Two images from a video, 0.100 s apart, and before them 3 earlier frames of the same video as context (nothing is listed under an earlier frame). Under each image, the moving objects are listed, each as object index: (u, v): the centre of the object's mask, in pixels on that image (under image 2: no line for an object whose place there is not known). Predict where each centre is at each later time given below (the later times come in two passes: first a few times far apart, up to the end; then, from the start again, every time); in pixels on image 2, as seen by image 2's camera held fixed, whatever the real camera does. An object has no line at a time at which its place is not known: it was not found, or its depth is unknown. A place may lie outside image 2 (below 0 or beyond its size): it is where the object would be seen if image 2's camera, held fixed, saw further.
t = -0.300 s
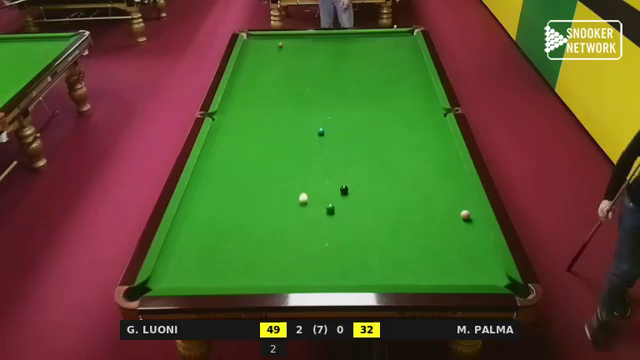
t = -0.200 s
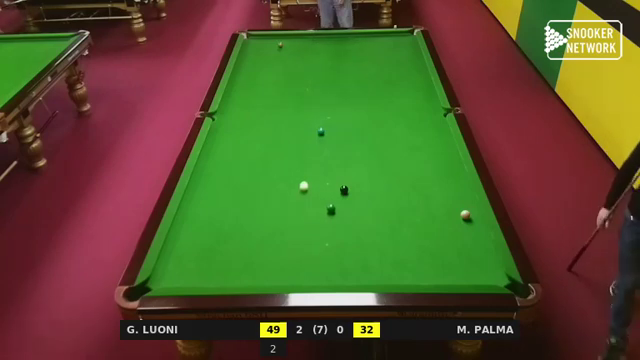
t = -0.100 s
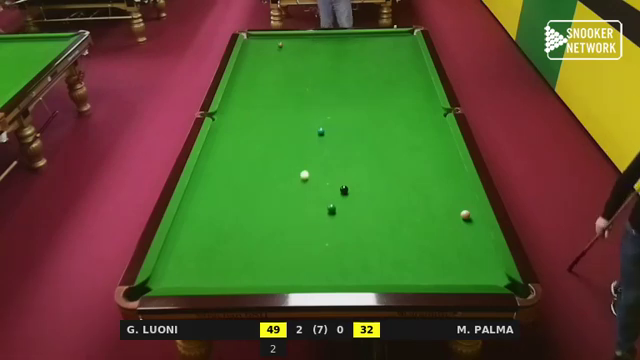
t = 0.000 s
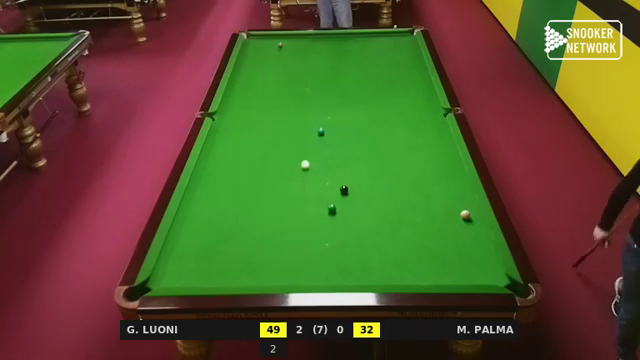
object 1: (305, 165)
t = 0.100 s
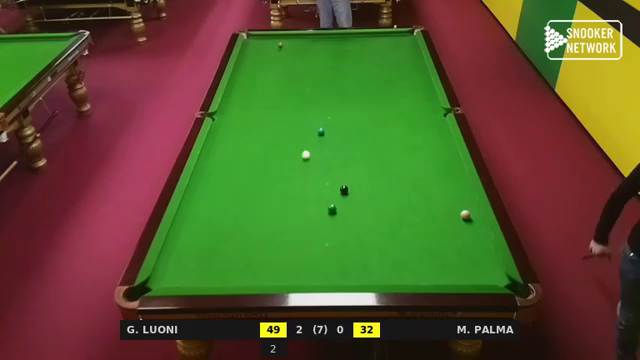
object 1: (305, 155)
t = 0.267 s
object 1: (307, 140)
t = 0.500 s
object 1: (308, 121)
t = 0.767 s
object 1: (309, 103)
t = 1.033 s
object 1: (310, 87)
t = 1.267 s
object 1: (310, 75)
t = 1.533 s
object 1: (311, 62)
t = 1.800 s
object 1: (311, 51)
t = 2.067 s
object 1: (312, 41)
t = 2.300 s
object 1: (312, 35)
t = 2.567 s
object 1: (312, 41)
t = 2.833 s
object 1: (311, 48)
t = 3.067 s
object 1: (310, 53)
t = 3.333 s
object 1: (310, 60)
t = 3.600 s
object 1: (309, 66)
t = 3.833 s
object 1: (308, 72)
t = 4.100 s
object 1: (307, 79)
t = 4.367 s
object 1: (306, 85)
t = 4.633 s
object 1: (305, 92)
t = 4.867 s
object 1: (304, 97)
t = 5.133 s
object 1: (303, 104)
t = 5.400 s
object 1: (303, 110)
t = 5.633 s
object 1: (302, 115)
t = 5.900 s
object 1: (301, 121)
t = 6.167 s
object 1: (300, 126)
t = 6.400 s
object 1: (300, 131)
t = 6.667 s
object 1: (300, 136)
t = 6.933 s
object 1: (299, 140)
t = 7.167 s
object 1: (299, 143)
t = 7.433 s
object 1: (299, 147)
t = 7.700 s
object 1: (299, 150)
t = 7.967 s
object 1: (299, 153)
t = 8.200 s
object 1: (298, 155)
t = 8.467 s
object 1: (298, 156)
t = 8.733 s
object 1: (298, 157)
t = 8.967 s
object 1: (298, 158)
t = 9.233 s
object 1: (298, 158)
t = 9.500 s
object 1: (298, 158)
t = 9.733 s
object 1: (298, 158)
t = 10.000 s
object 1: (298, 158)
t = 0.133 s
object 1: (306, 152)
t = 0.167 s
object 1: (306, 149)
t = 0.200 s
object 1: (306, 146)
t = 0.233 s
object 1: (306, 143)
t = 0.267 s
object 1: (307, 140)
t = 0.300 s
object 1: (307, 137)
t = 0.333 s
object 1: (307, 134)
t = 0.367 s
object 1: (307, 132)
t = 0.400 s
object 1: (307, 129)
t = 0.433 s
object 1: (307, 126)
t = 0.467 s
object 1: (307, 124)
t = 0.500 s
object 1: (308, 121)
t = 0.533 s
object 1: (308, 119)
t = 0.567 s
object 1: (308, 116)
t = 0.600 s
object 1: (308, 114)
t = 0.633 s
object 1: (308, 112)
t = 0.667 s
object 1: (308, 109)
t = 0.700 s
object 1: (308, 107)
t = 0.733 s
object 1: (308, 105)
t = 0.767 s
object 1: (309, 103)
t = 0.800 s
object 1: (309, 101)
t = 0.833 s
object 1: (309, 99)
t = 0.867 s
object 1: (309, 97)
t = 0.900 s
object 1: (309, 95)
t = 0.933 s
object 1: (309, 92)
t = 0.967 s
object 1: (309, 90)
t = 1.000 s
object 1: (310, 89)
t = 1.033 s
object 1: (310, 87)
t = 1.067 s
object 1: (310, 85)
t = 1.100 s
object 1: (310, 83)
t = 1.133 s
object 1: (310, 81)
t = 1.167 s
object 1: (310, 80)
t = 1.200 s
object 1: (310, 78)
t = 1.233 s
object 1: (310, 76)
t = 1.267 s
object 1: (310, 75)
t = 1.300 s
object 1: (310, 73)
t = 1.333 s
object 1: (311, 71)
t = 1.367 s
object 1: (311, 70)
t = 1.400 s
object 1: (311, 68)
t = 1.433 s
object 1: (311, 66)
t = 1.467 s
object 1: (311, 65)
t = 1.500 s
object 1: (311, 63)
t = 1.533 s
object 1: (311, 62)
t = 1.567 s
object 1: (311, 60)
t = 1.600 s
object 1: (311, 59)
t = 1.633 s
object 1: (311, 57)
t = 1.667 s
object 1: (311, 56)
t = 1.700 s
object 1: (311, 55)
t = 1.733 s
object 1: (311, 53)
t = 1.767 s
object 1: (311, 52)
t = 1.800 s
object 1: (311, 51)
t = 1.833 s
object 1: (312, 50)
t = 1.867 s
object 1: (312, 49)
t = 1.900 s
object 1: (312, 47)
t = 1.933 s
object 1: (312, 46)
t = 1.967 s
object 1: (312, 45)
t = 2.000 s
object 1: (312, 44)
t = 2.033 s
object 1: (312, 43)
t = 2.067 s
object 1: (312, 41)
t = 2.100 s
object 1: (312, 40)
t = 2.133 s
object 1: (312, 39)
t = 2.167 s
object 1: (312, 38)
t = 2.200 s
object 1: (312, 37)
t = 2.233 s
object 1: (312, 36)
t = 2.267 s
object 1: (312, 35)
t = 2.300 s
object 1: (312, 35)
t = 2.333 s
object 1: (312, 35)
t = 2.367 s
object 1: (312, 36)
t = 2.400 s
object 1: (312, 37)
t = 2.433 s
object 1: (312, 38)
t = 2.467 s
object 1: (312, 39)
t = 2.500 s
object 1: (312, 40)
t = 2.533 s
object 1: (312, 41)
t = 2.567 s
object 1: (312, 41)
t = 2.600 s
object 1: (312, 42)
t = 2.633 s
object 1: (311, 43)
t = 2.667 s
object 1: (311, 44)
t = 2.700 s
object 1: (311, 45)
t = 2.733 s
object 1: (311, 45)
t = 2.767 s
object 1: (311, 46)
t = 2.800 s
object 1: (311, 47)
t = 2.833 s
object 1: (311, 48)
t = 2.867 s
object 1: (311, 49)
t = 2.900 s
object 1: (311, 49)
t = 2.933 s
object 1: (311, 50)
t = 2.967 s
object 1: (311, 51)
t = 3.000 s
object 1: (311, 52)
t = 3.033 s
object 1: (310, 53)
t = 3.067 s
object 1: (310, 53)
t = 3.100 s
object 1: (310, 54)
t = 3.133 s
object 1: (310, 55)
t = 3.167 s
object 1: (310, 56)
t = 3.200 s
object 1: (310, 57)
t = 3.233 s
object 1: (310, 57)
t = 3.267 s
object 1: (310, 58)
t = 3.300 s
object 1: (310, 59)
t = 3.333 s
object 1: (310, 60)
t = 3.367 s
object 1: (309, 61)
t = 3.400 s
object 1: (309, 62)
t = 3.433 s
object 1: (309, 62)
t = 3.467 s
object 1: (309, 63)
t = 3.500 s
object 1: (309, 64)
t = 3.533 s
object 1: (309, 65)
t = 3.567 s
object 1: (309, 65)
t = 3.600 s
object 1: (309, 66)
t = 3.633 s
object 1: (309, 67)
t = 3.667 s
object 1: (309, 68)
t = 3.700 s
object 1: (308, 69)
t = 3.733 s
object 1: (308, 69)
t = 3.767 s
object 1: (308, 70)
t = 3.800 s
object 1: (308, 71)
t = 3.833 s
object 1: (308, 72)
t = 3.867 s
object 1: (308, 73)
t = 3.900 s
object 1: (308, 74)
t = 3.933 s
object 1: (308, 74)
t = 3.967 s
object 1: (308, 75)
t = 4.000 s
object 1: (307, 76)
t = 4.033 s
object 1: (307, 77)
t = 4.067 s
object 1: (307, 78)
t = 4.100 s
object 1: (307, 79)
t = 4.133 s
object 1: (307, 79)
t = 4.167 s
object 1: (307, 80)
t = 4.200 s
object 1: (307, 81)
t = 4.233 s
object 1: (307, 82)
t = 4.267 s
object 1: (306, 83)
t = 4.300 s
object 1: (306, 83)
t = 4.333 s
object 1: (306, 84)
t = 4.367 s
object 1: (306, 85)
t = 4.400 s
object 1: (306, 86)
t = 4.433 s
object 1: (306, 87)
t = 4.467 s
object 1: (306, 88)
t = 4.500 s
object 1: (306, 88)
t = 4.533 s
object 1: (306, 89)
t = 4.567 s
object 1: (305, 90)
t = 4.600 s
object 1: (305, 91)
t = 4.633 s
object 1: (305, 92)
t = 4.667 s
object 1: (305, 92)
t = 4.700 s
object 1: (305, 93)
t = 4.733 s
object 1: (305, 94)
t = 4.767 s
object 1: (305, 95)
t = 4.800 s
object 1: (305, 96)
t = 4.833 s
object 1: (304, 97)
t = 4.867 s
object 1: (304, 97)
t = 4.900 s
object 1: (304, 98)
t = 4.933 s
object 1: (304, 99)
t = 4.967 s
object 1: (304, 100)
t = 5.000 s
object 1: (304, 101)
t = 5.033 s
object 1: (304, 101)
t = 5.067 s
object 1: (304, 102)
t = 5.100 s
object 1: (304, 103)
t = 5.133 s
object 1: (303, 104)
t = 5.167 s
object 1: (303, 104)
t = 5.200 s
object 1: (303, 105)
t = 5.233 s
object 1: (303, 106)
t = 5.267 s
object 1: (303, 107)
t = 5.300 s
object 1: (303, 108)
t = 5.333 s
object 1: (303, 108)
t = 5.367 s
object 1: (303, 109)
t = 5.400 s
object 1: (303, 110)
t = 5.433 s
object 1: (303, 110)
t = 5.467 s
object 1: (303, 111)
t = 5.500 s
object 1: (302, 112)
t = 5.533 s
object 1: (302, 113)
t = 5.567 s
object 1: (302, 114)
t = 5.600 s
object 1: (302, 114)
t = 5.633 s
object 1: (302, 115)
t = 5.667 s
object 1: (302, 116)
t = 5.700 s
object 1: (302, 117)
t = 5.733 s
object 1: (302, 117)
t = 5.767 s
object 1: (302, 118)
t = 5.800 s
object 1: (302, 118)
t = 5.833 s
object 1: (302, 119)
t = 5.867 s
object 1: (302, 120)
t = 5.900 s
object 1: (301, 121)
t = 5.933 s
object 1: (301, 121)
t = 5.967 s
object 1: (301, 122)
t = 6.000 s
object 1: (301, 123)
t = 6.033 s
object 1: (301, 124)
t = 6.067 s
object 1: (301, 124)
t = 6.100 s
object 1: (301, 125)
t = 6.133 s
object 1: (301, 125)
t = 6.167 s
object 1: (300, 126)
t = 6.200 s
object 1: (300, 127)
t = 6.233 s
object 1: (300, 128)
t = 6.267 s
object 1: (300, 128)
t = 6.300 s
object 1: (300, 129)
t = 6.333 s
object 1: (300, 129)
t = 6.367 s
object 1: (300, 130)
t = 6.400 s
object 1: (300, 131)
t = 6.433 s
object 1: (300, 131)
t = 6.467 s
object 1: (300, 132)
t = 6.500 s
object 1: (300, 132)
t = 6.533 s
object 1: (300, 133)
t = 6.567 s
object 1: (300, 134)
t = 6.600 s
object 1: (300, 134)
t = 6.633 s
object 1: (300, 135)
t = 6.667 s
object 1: (300, 136)
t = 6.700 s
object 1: (300, 136)
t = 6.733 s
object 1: (299, 137)
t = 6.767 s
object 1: (299, 137)
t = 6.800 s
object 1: (299, 138)
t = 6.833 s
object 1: (299, 138)
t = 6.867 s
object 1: (299, 139)
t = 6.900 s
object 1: (299, 140)
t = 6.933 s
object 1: (299, 140)
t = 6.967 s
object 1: (299, 141)
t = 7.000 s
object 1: (299, 141)
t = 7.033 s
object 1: (299, 141)
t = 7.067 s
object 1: (299, 142)
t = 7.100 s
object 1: (299, 142)
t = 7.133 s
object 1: (299, 143)
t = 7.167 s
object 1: (299, 143)
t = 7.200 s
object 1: (299, 144)
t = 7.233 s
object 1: (299, 145)
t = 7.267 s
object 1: (299, 145)
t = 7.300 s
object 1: (299, 146)
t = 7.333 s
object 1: (299, 146)
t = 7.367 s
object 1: (299, 146)
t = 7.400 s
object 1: (299, 147)
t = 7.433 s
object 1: (299, 147)
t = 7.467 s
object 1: (299, 148)
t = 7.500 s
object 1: (299, 148)
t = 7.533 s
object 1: (299, 148)
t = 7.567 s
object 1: (299, 149)
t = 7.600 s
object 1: (299, 149)
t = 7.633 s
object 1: (299, 150)
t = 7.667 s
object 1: (299, 150)
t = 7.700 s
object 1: (299, 150)
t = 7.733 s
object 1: (299, 150)
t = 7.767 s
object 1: (299, 151)
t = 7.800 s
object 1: (299, 151)
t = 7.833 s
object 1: (299, 152)
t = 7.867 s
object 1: (299, 152)
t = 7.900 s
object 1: (299, 152)
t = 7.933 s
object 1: (299, 152)
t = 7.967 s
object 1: (299, 153)
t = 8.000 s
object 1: (298, 153)
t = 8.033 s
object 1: (299, 153)
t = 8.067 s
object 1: (298, 154)
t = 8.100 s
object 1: (298, 154)
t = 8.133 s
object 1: (298, 154)
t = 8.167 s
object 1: (299, 154)
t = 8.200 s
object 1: (298, 155)
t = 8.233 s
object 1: (298, 155)
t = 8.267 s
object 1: (298, 155)
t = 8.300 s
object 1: (298, 155)
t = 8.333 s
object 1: (298, 155)
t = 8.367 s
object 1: (298, 156)
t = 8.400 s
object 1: (298, 156)
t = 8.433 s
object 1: (298, 156)
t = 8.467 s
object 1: (298, 156)
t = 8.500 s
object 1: (298, 156)
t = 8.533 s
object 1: (298, 156)
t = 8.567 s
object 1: (298, 157)
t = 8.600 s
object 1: (298, 157)
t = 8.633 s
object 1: (298, 157)
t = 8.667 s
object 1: (298, 157)
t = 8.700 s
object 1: (298, 157)
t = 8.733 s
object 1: (298, 157)
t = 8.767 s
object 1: (298, 157)
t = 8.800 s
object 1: (298, 157)
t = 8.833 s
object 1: (298, 157)
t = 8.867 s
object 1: (298, 158)
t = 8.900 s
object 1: (298, 158)
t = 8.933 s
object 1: (298, 158)
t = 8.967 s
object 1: (298, 158)
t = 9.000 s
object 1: (298, 158)
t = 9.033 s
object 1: (298, 158)
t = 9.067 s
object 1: (298, 158)
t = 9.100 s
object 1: (298, 158)
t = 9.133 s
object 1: (298, 158)
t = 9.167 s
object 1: (298, 158)
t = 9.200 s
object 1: (298, 158)
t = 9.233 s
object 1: (298, 158)
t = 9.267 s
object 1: (298, 158)
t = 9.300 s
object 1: (298, 158)
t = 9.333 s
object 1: (298, 158)
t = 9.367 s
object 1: (298, 158)
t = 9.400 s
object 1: (298, 158)
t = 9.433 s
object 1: (298, 158)
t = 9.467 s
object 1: (298, 158)
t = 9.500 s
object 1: (298, 158)
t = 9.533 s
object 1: (298, 158)
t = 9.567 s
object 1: (298, 158)
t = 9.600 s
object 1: (298, 158)
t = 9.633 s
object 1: (298, 158)
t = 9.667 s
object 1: (298, 158)
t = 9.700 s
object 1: (298, 158)
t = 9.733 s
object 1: (298, 158)
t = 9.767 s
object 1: (298, 158)
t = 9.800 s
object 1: (298, 158)
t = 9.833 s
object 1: (298, 158)
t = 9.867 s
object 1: (298, 158)
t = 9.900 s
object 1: (298, 158)
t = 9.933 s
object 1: (298, 158)
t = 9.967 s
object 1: (298, 158)
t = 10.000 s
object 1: (298, 158)
